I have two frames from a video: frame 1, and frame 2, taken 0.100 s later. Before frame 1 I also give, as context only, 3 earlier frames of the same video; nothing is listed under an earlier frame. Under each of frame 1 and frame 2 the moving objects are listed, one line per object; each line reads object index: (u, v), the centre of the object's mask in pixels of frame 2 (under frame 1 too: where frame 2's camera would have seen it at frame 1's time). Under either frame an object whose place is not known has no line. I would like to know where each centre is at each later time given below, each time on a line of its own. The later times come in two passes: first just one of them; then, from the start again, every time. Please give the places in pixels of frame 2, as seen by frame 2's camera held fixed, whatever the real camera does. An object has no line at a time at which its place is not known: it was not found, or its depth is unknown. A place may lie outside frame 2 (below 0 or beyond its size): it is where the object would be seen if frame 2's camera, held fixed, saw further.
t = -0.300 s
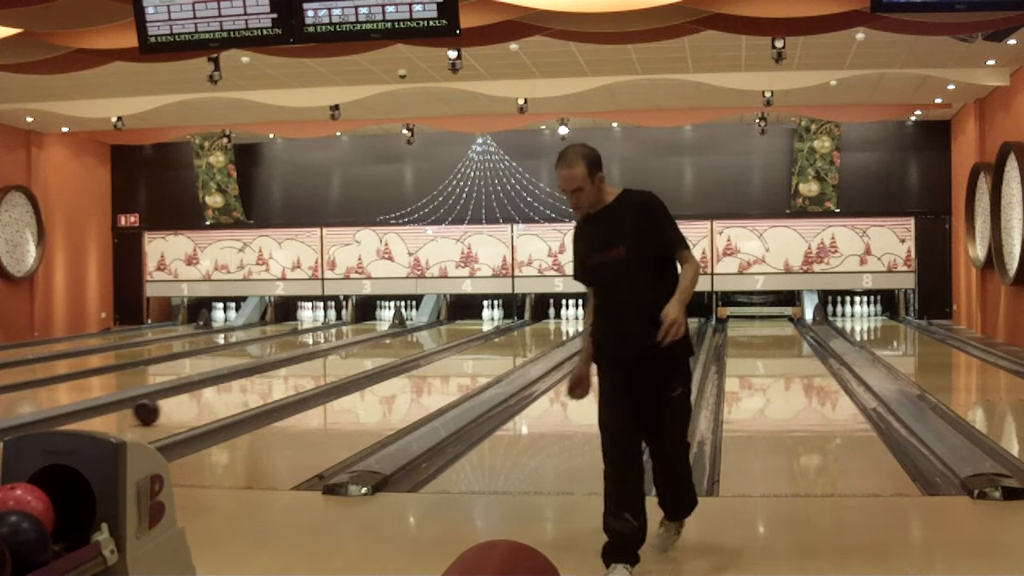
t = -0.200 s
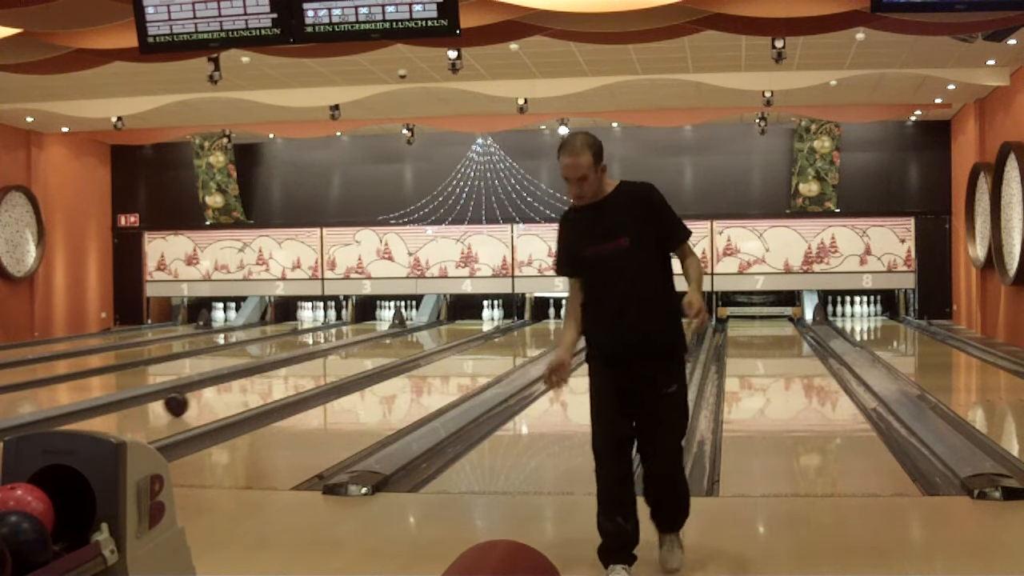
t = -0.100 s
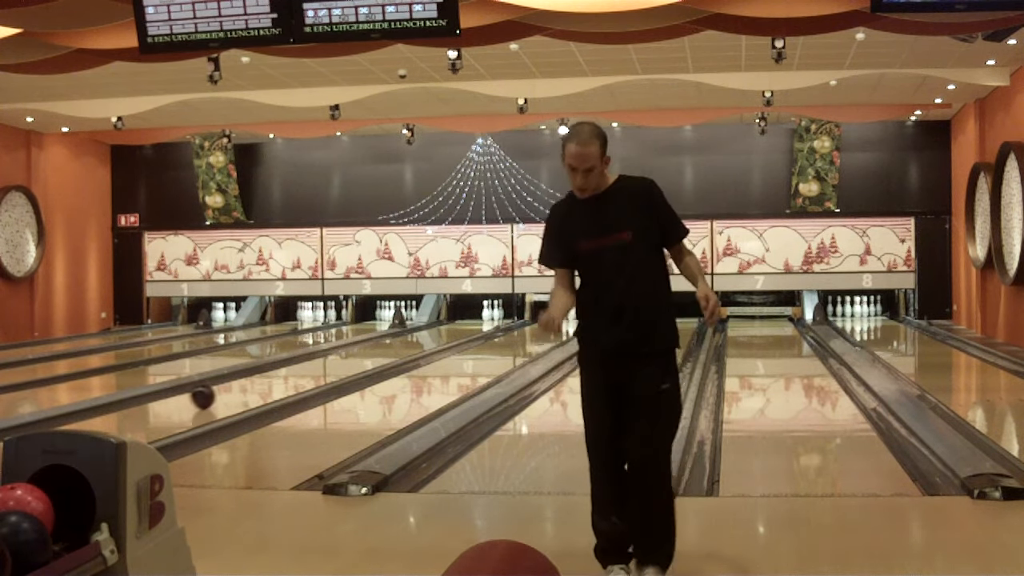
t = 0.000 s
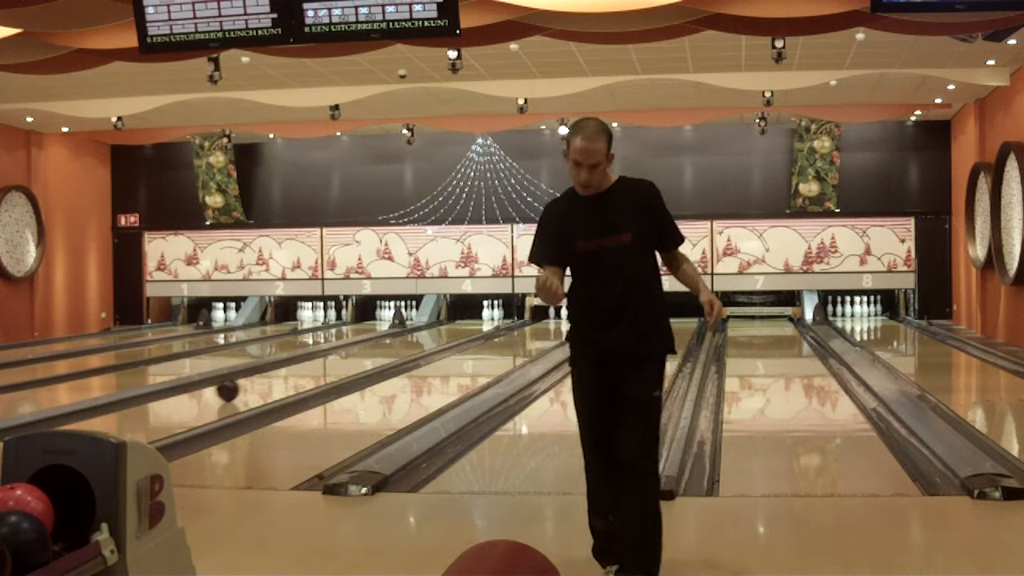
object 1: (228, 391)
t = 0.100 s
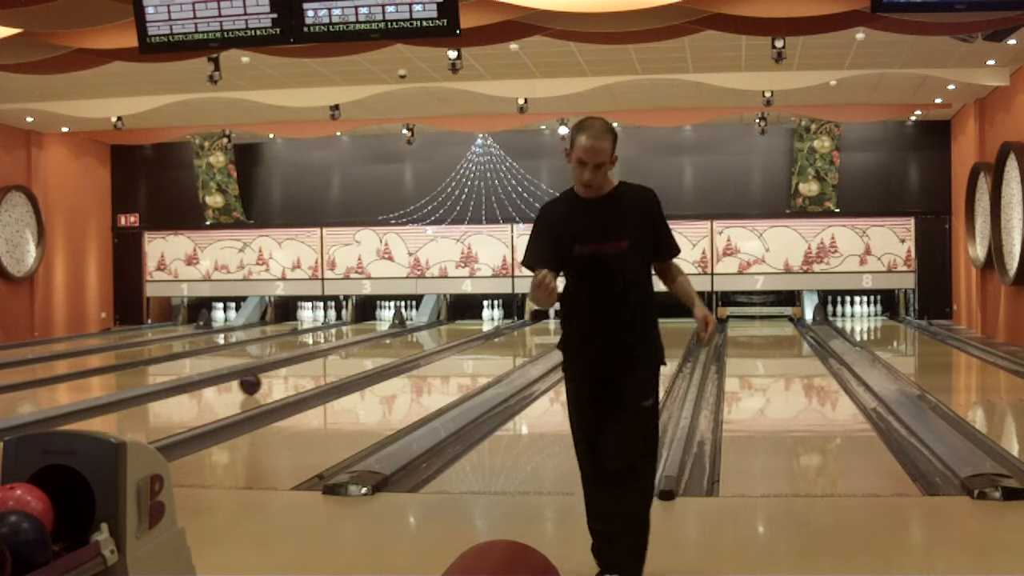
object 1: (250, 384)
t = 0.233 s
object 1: (277, 376)
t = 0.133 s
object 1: (257, 382)
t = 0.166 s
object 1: (264, 380)
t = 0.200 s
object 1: (271, 378)
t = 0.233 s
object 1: (277, 376)
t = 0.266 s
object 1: (283, 374)
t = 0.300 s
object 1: (290, 373)
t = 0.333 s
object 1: (296, 371)
